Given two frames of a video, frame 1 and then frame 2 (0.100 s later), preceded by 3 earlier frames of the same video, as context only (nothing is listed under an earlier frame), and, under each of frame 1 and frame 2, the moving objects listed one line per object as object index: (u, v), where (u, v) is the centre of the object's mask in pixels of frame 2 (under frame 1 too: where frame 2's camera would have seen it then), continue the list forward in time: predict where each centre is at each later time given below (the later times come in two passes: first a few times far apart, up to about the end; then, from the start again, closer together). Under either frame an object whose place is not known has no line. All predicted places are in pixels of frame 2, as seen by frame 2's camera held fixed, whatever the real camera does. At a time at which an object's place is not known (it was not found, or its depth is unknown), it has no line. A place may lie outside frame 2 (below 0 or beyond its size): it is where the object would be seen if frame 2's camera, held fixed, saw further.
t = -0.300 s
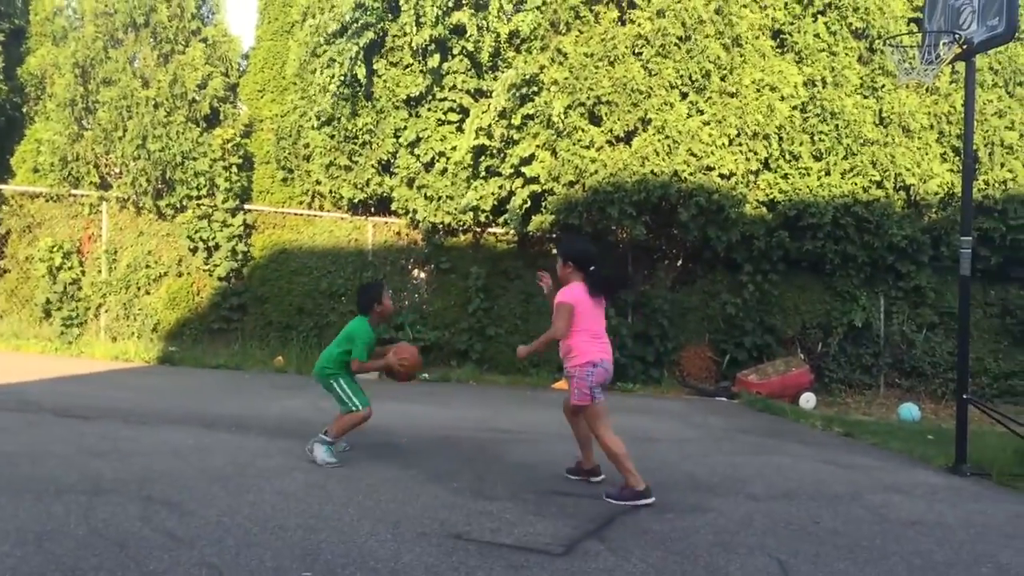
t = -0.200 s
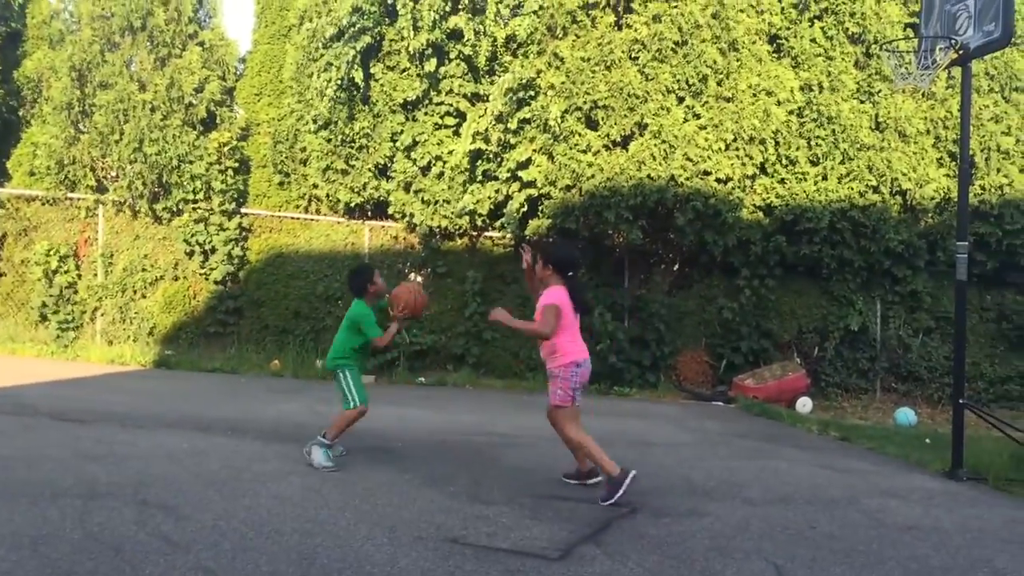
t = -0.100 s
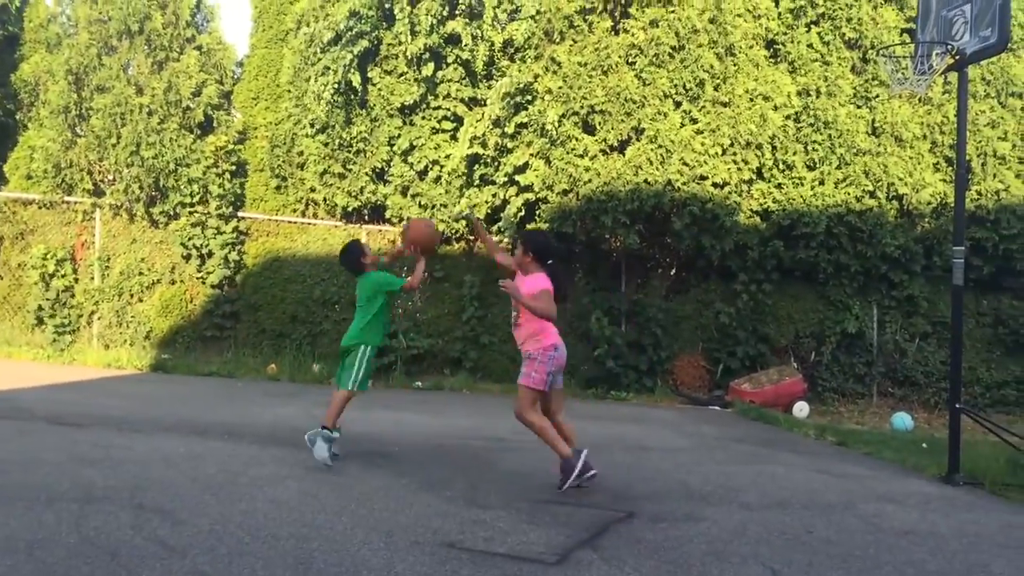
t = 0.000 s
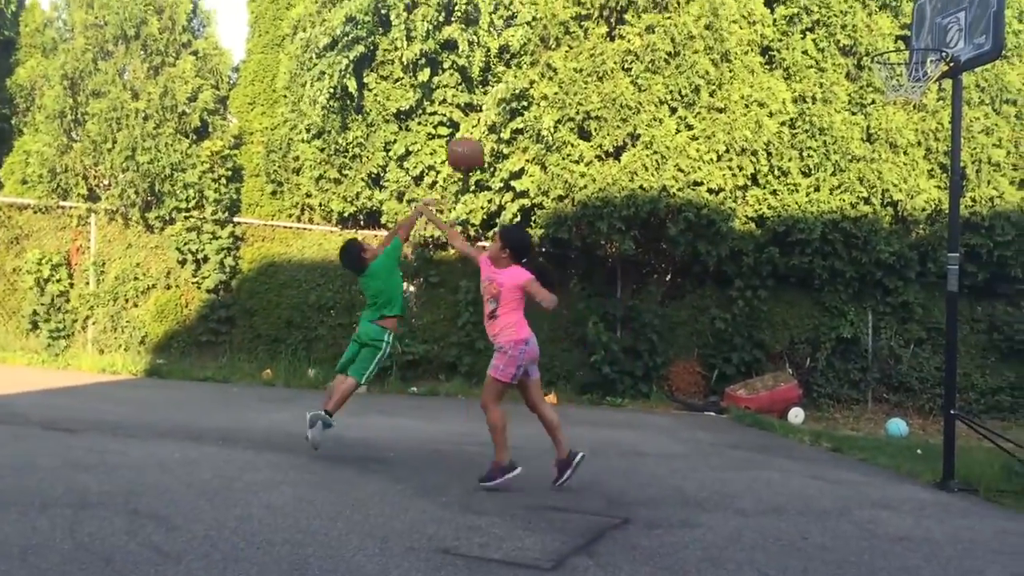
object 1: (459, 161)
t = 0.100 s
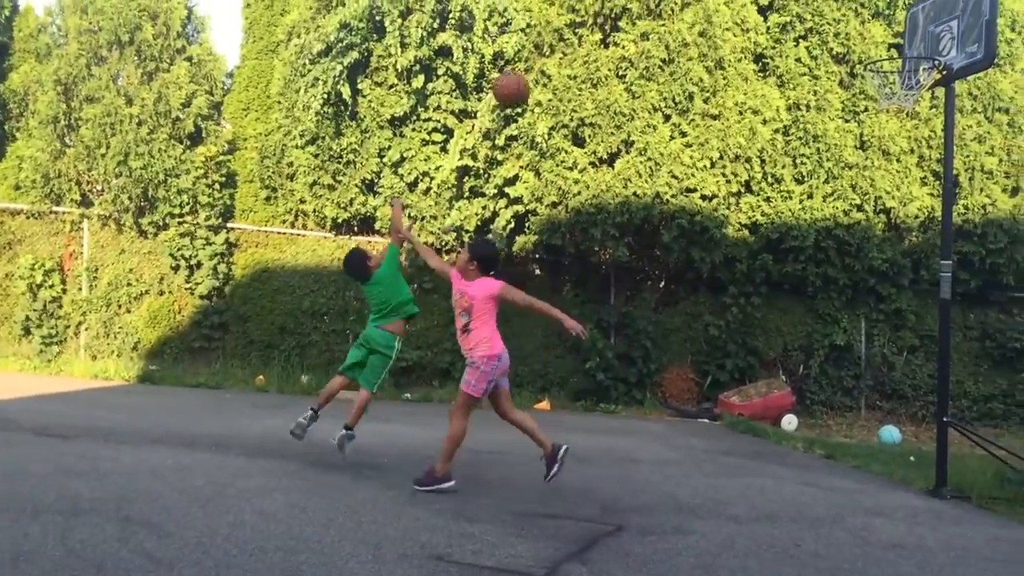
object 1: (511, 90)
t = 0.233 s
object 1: (579, 19)
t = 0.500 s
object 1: (711, -31)
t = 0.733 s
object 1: (818, -4)
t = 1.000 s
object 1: (911, 33)
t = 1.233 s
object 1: (908, 46)
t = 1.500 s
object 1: (899, 106)
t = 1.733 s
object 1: (899, 139)
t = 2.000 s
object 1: (843, 205)
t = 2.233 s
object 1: (795, 346)
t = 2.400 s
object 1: (766, 458)
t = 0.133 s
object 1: (529, 68)
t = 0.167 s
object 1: (546, 50)
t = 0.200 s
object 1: (562, 34)
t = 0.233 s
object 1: (579, 19)
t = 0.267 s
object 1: (596, 5)
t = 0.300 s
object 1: (612, -4)
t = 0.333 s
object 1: (629, -11)
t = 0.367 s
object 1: (645, -16)
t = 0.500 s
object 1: (711, -31)
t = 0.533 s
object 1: (726, -33)
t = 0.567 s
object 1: (742, -36)
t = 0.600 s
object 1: (757, -34)
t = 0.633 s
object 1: (772, -29)
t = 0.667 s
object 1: (788, -23)
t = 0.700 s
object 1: (803, -15)
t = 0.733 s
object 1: (818, -4)
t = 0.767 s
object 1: (833, 7)
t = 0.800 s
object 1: (849, 20)
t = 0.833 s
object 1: (864, 35)
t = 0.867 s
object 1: (876, 45)
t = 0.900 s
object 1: (886, 41)
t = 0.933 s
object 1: (895, 36)
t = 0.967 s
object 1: (904, 33)
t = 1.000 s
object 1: (911, 33)
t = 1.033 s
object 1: (922, 33)
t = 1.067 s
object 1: (934, 37)
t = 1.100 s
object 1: (934, 38)
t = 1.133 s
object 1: (925, 37)
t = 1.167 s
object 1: (921, 39)
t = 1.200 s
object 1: (913, 42)
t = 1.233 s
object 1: (908, 46)
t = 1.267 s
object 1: (902, 52)
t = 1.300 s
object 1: (895, 61)
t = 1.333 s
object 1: (891, 70)
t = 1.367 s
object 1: (893, 78)
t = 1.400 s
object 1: (893, 88)
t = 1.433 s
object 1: (896, 98)
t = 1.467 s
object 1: (897, 104)
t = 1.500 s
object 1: (899, 106)
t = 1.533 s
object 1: (903, 116)
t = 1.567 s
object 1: (905, 119)
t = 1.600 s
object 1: (906, 121)
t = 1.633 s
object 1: (905, 126)
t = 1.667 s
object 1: (905, 130)
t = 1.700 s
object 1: (903, 135)
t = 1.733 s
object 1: (899, 139)
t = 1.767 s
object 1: (894, 144)
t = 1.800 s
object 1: (887, 148)
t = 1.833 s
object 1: (880, 153)
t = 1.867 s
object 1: (873, 161)
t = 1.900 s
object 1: (865, 170)
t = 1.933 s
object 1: (858, 180)
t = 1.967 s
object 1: (851, 193)
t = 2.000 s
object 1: (843, 205)
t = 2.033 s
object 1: (836, 219)
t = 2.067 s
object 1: (829, 236)
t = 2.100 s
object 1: (822, 255)
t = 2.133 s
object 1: (815, 273)
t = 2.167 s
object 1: (809, 296)
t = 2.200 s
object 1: (802, 320)
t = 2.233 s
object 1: (795, 346)
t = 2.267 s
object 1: (789, 373)
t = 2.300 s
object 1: (782, 400)
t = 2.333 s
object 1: (776, 431)
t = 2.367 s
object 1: (770, 463)
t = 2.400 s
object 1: (766, 458)
